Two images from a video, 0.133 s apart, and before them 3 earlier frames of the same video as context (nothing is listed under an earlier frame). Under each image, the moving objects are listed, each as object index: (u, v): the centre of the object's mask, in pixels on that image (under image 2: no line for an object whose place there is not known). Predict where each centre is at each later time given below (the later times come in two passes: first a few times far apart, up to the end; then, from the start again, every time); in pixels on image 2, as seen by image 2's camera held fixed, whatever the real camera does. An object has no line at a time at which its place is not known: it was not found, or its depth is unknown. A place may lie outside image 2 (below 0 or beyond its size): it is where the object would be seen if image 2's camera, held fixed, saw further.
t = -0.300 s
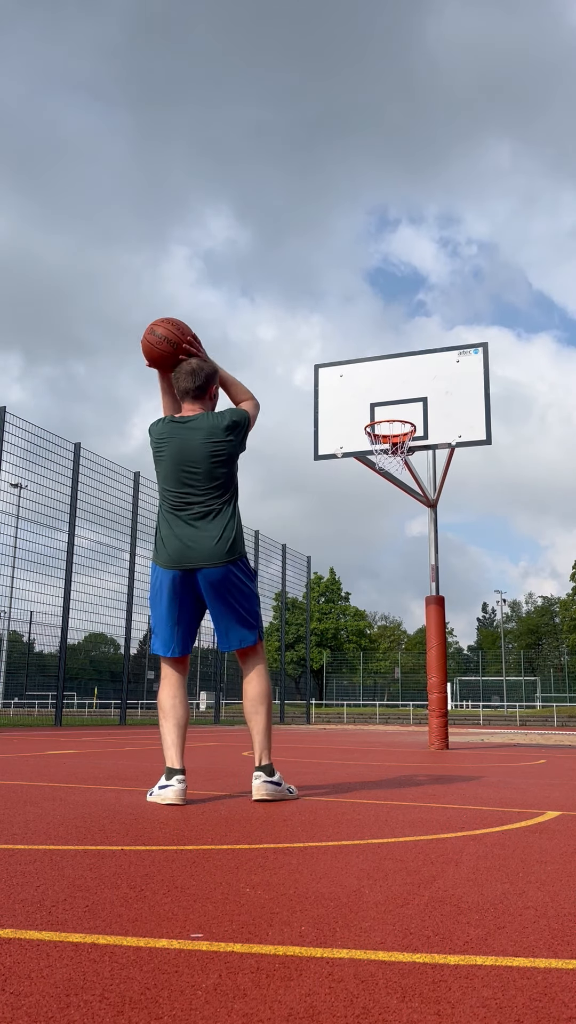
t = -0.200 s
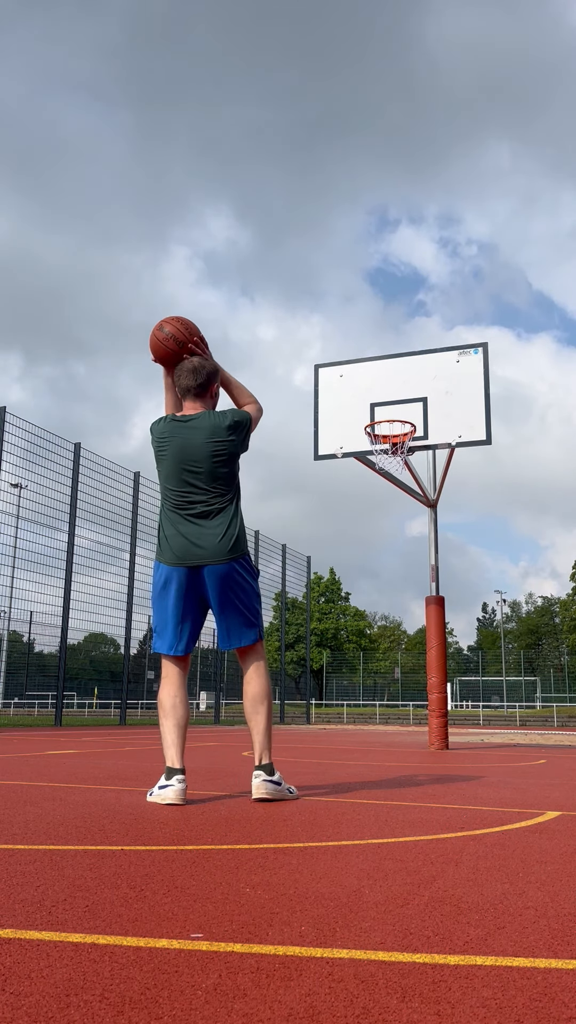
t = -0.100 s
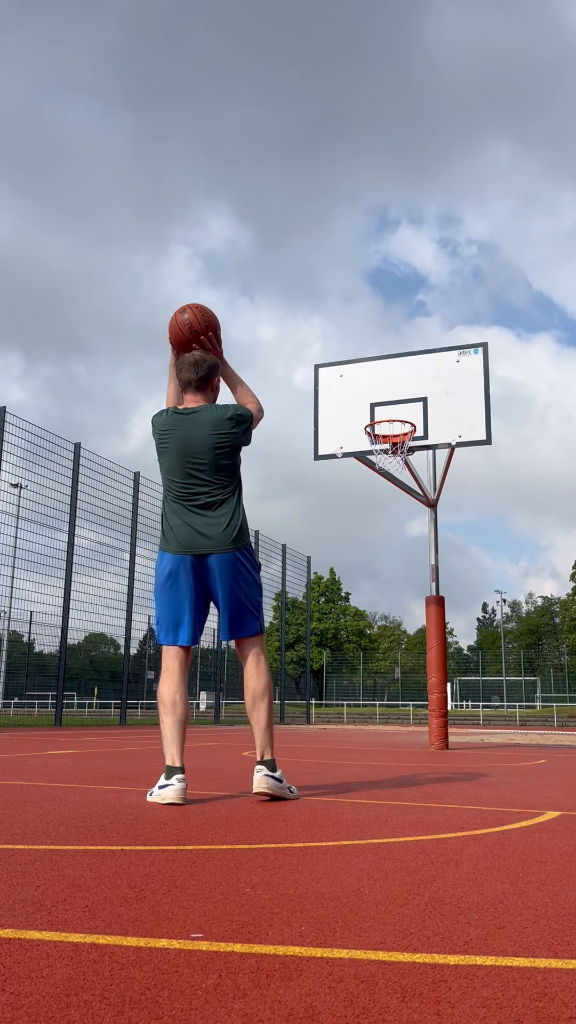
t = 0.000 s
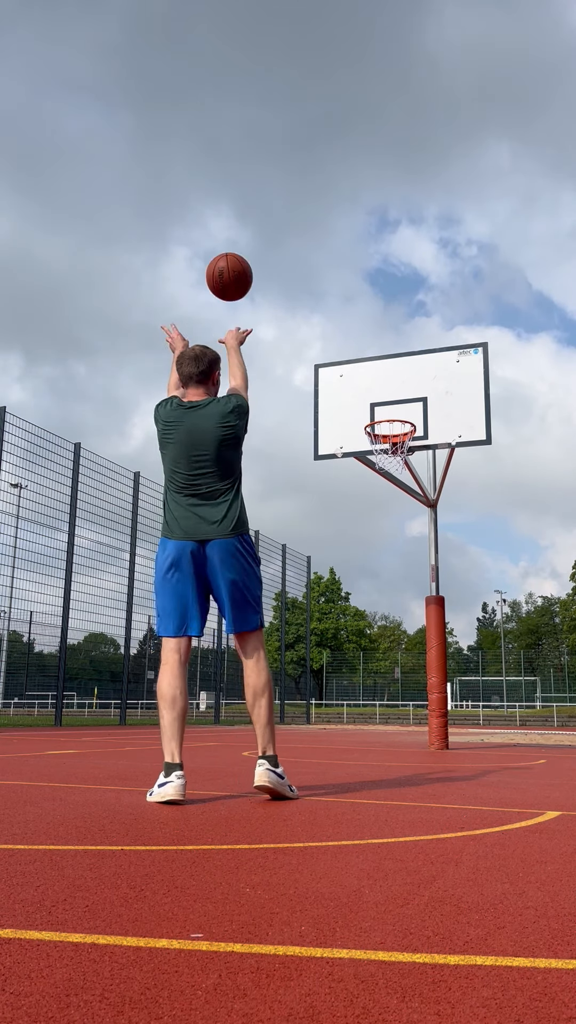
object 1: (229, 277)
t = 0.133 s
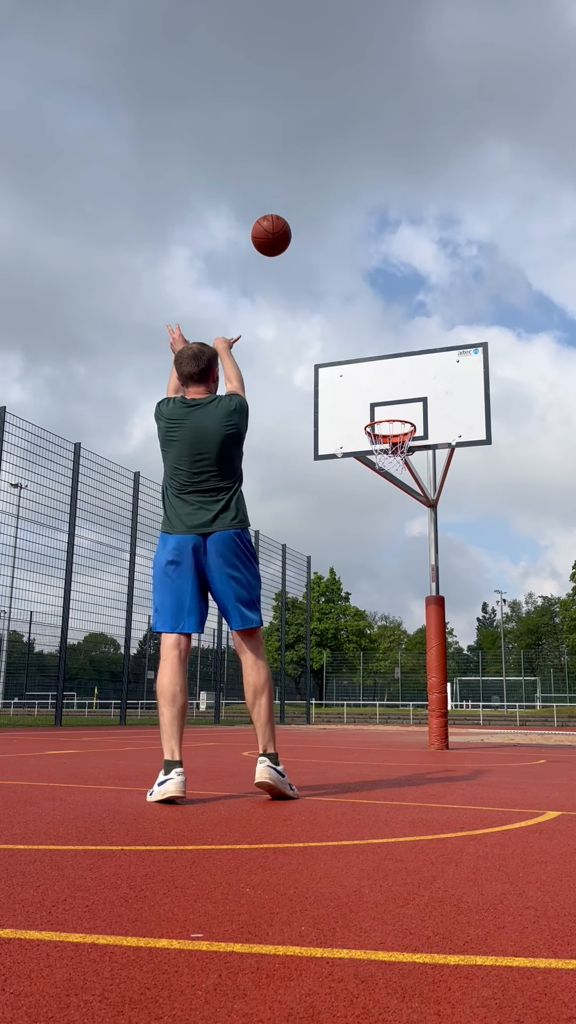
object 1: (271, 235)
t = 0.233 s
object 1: (295, 227)
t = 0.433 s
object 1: (333, 250)
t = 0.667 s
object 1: (365, 322)
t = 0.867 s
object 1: (386, 410)
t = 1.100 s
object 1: (396, 505)
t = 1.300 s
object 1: (402, 622)
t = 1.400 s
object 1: (406, 703)
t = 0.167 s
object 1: (280, 231)
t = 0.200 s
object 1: (288, 228)
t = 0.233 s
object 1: (295, 227)
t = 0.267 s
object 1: (303, 228)
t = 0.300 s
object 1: (310, 230)
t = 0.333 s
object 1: (316, 233)
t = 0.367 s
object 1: (322, 238)
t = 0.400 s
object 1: (328, 243)
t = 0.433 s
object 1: (333, 250)
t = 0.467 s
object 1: (339, 258)
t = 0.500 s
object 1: (344, 267)
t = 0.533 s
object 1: (348, 276)
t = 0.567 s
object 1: (353, 286)
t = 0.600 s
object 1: (357, 297)
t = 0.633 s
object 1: (361, 309)
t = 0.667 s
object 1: (365, 322)
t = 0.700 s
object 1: (369, 335)
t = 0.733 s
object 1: (373, 349)
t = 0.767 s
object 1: (376, 364)
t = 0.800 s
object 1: (380, 379)
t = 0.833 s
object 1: (383, 395)
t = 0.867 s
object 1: (386, 410)
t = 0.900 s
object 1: (391, 431)
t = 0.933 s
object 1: (392, 443)
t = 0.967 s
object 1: (392, 454)
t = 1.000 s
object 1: (394, 466)
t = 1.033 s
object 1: (395, 477)
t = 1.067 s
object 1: (395, 491)
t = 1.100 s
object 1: (396, 505)
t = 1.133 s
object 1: (397, 521)
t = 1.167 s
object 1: (398, 538)
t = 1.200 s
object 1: (399, 556)
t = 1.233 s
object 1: (400, 576)
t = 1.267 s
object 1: (401, 598)
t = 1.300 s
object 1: (402, 622)
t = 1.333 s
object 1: (404, 647)
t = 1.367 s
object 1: (405, 674)
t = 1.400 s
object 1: (406, 703)
